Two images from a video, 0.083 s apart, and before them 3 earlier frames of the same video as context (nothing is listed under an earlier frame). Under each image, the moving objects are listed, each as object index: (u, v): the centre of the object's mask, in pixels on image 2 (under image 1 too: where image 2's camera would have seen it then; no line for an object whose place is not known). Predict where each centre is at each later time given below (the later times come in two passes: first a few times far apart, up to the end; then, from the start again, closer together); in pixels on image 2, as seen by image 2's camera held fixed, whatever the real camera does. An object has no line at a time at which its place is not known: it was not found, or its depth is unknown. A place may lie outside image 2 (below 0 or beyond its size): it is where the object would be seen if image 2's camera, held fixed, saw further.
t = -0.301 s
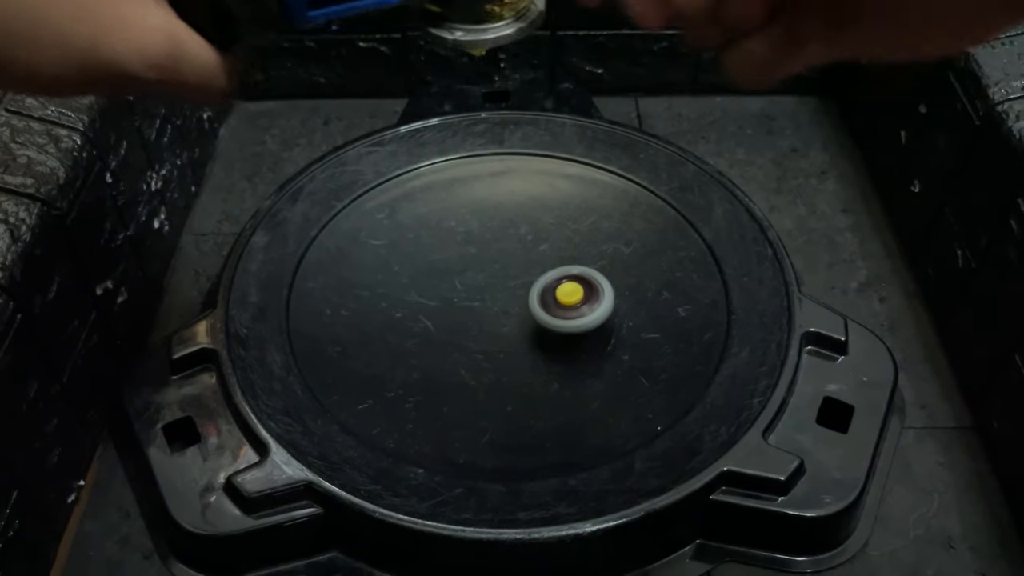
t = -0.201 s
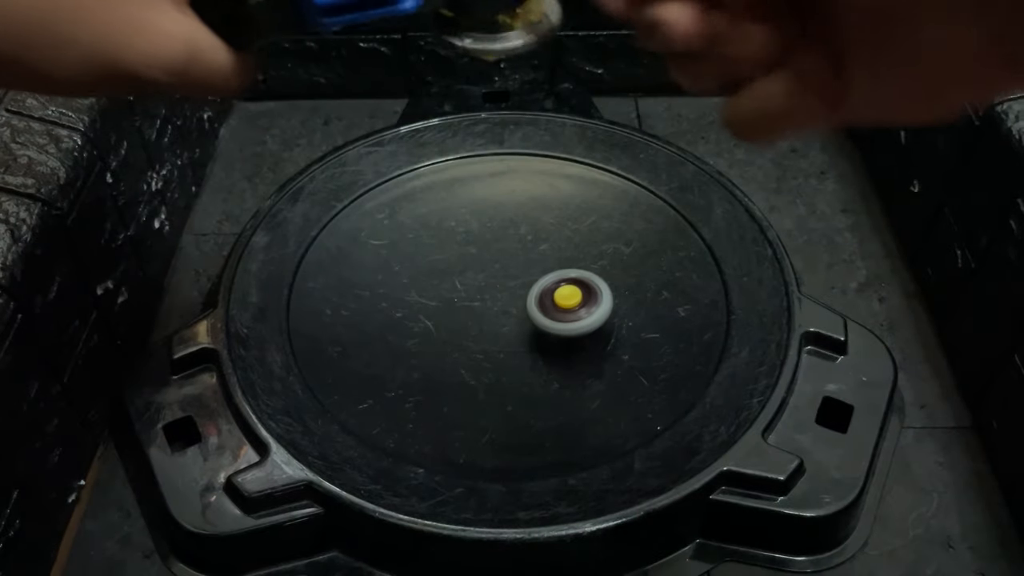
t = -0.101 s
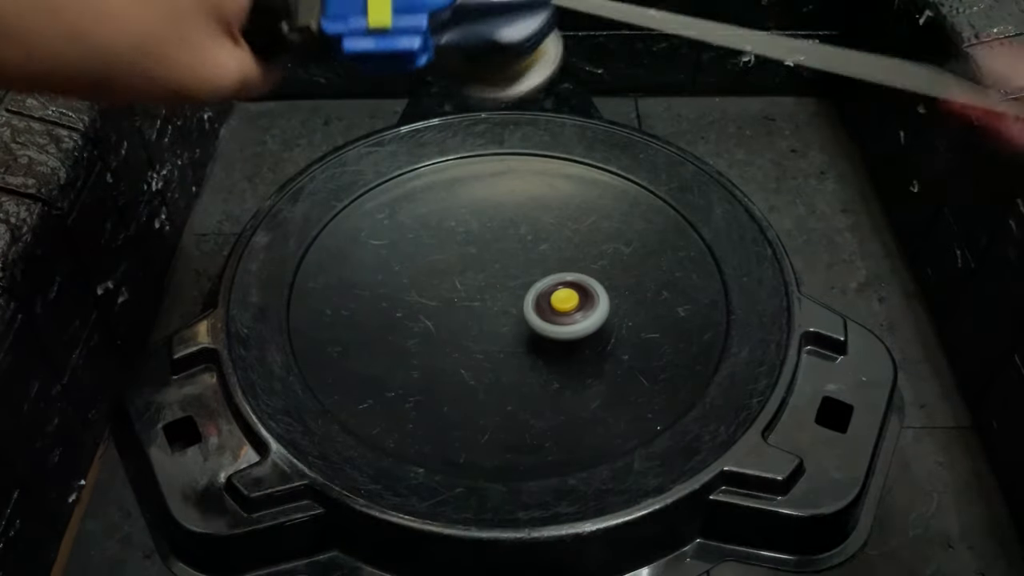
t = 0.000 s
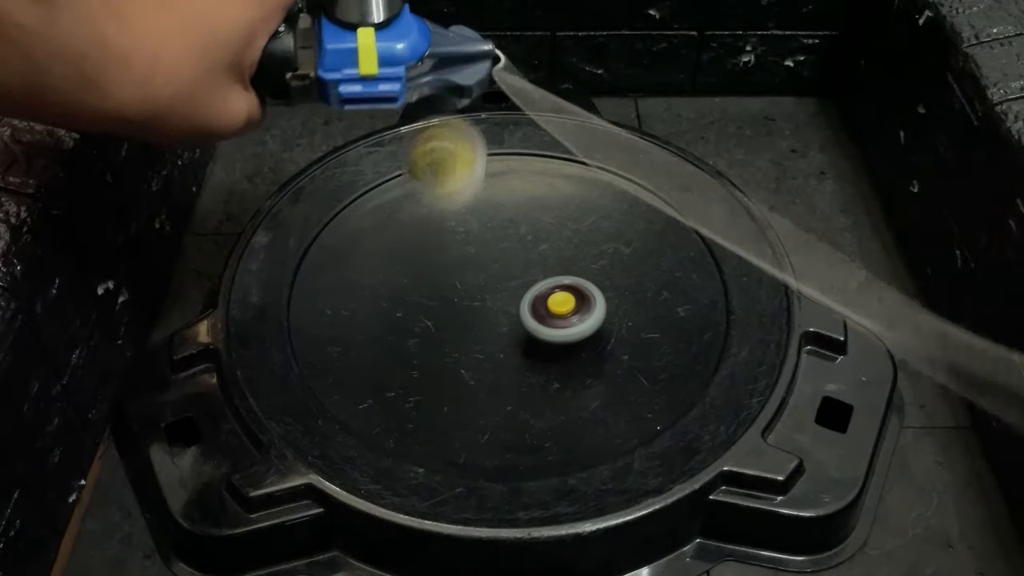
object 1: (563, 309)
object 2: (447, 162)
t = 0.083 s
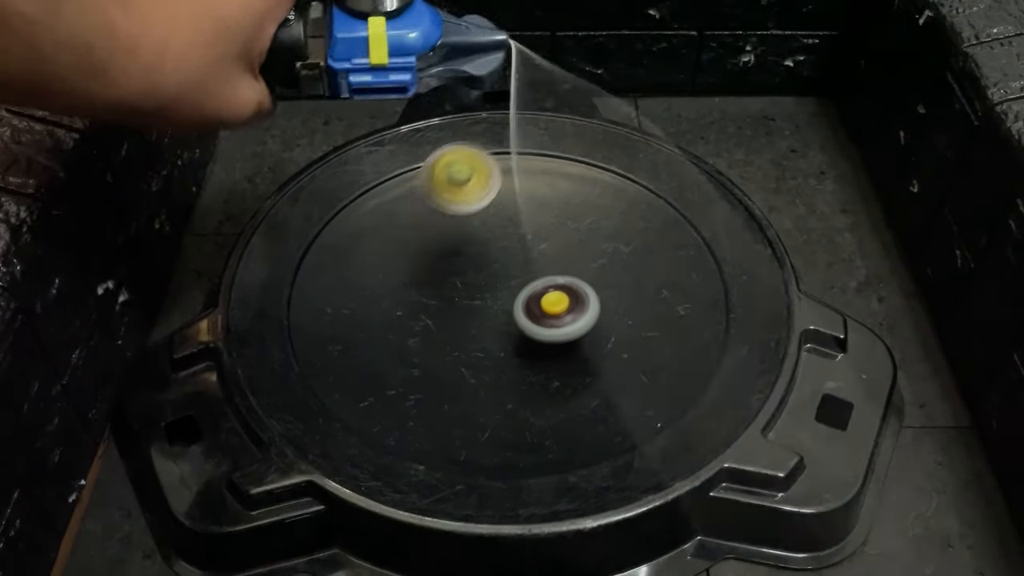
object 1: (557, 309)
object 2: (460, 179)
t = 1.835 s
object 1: (468, 262)
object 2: (535, 352)
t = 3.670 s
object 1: (518, 218)
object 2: (481, 332)
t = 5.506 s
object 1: (584, 281)
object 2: (480, 263)
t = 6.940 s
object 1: (499, 352)
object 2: (543, 291)
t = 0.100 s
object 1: (555, 310)
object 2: (467, 172)
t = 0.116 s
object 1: (552, 310)
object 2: (473, 170)
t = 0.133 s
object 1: (548, 309)
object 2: (480, 171)
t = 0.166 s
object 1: (542, 310)
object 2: (494, 184)
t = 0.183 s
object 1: (539, 311)
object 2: (500, 195)
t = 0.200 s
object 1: (536, 312)
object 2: (508, 211)
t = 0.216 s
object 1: (533, 313)
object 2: (514, 230)
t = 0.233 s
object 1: (531, 315)
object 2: (521, 238)
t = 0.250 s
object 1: (529, 316)
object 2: (529, 234)
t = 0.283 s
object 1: (524, 320)
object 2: (543, 235)
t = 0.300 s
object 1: (522, 321)
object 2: (551, 241)
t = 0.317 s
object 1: (520, 323)
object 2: (558, 250)
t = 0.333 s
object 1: (518, 325)
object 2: (565, 257)
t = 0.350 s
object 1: (516, 327)
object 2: (572, 256)
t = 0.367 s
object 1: (514, 329)
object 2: (578, 258)
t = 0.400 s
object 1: (512, 333)
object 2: (589, 268)
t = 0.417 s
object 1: (511, 334)
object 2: (594, 269)
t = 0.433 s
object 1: (510, 335)
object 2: (599, 273)
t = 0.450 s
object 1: (509, 337)
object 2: (604, 276)
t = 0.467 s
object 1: (508, 338)
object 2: (608, 278)
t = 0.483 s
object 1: (508, 339)
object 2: (611, 280)
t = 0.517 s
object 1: (507, 341)
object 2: (617, 283)
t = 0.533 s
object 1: (507, 342)
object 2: (620, 284)
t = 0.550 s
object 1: (507, 343)
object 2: (622, 285)
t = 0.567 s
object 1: (507, 344)
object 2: (623, 285)
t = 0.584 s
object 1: (506, 345)
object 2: (625, 285)
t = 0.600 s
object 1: (506, 347)
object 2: (625, 285)
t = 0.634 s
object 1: (507, 348)
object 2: (625, 284)
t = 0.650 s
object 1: (507, 349)
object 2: (625, 283)
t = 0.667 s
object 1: (507, 349)
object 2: (624, 283)
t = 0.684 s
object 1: (508, 350)
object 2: (622, 281)
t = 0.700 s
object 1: (508, 351)
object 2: (621, 280)
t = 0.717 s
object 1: (508, 351)
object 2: (619, 279)
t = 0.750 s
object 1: (509, 352)
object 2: (615, 275)
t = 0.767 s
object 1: (509, 352)
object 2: (612, 273)
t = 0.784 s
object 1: (509, 352)
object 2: (610, 271)
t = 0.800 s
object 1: (509, 352)
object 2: (607, 269)
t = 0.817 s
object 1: (509, 352)
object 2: (604, 267)
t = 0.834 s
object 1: (509, 352)
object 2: (601, 265)
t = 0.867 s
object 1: (510, 351)
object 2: (595, 261)
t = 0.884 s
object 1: (510, 351)
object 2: (591, 259)
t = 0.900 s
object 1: (511, 350)
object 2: (588, 257)
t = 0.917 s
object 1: (511, 350)
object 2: (586, 255)
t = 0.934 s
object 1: (511, 350)
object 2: (583, 253)
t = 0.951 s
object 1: (511, 349)
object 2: (581, 252)
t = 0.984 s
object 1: (510, 348)
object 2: (576, 249)
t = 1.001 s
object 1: (510, 347)
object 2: (574, 248)
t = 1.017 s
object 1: (510, 346)
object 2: (573, 247)
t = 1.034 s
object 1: (510, 345)
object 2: (571, 247)
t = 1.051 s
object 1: (509, 344)
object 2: (570, 246)
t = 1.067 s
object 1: (509, 343)
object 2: (570, 246)
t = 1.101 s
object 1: (507, 340)
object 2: (569, 246)
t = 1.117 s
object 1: (506, 339)
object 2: (569, 247)
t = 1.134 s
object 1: (505, 337)
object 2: (569, 247)
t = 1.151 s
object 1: (504, 336)
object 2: (570, 248)
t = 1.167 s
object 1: (502, 335)
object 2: (570, 249)
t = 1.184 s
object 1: (501, 333)
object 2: (571, 249)
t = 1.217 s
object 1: (498, 330)
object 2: (574, 251)
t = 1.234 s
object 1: (496, 329)
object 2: (575, 252)
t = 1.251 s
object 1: (494, 328)
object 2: (577, 253)
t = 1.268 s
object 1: (492, 326)
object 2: (578, 254)
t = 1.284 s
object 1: (490, 325)
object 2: (579, 256)
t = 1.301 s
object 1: (488, 324)
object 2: (580, 257)
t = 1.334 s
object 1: (484, 322)
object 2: (581, 259)
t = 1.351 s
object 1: (482, 321)
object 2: (582, 260)
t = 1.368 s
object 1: (480, 320)
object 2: (584, 261)
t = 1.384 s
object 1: (477, 320)
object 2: (585, 263)
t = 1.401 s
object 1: (475, 319)
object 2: (586, 264)
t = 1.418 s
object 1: (472, 318)
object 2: (587, 265)
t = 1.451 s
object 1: (467, 318)
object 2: (588, 268)
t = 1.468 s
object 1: (465, 317)
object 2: (588, 268)
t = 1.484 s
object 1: (463, 317)
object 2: (589, 269)
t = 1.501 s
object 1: (461, 317)
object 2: (590, 270)
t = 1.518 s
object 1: (459, 316)
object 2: (591, 271)
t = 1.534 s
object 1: (457, 316)
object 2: (591, 272)
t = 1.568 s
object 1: (454, 316)
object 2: (593, 275)
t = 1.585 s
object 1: (452, 316)
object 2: (593, 276)
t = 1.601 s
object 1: (447, 315)
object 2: (594, 281)
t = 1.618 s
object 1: (445, 315)
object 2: (595, 285)
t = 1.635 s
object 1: (445, 314)
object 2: (596, 291)
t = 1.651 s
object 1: (445, 312)
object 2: (593, 295)
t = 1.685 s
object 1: (449, 305)
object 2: (589, 308)
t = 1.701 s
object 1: (451, 302)
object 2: (586, 316)
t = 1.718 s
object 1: (453, 297)
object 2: (586, 324)
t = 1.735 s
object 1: (455, 291)
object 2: (584, 329)
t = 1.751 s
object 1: (458, 286)
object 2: (582, 335)
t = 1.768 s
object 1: (461, 280)
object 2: (578, 336)
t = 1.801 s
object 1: (465, 268)
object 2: (559, 341)
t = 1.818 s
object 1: (467, 264)
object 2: (545, 347)
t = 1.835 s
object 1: (468, 262)
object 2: (535, 352)
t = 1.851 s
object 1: (469, 260)
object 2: (523, 358)
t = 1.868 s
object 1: (472, 258)
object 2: (516, 362)
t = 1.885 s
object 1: (476, 257)
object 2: (512, 364)
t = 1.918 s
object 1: (487, 254)
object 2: (507, 363)
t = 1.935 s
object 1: (492, 253)
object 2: (503, 359)
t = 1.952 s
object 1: (498, 250)
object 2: (496, 350)
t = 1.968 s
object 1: (502, 248)
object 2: (487, 342)
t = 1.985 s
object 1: (507, 247)
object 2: (473, 335)
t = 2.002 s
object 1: (510, 246)
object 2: (456, 331)
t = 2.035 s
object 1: (516, 247)
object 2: (432, 332)
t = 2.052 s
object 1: (519, 250)
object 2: (430, 334)
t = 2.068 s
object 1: (523, 253)
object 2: (432, 334)
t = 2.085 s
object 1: (529, 256)
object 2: (440, 331)
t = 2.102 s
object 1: (534, 258)
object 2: (446, 323)
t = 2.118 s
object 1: (539, 261)
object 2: (449, 312)
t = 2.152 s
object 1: (547, 267)
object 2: (440, 288)
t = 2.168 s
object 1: (549, 270)
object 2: (433, 279)
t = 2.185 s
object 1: (552, 273)
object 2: (427, 276)
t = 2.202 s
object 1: (553, 275)
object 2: (424, 274)
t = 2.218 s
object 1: (554, 278)
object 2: (425, 275)
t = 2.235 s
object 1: (554, 281)
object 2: (430, 276)
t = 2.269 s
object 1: (552, 289)
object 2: (451, 272)
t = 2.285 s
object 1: (552, 293)
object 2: (460, 267)
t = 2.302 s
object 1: (551, 297)
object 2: (468, 258)
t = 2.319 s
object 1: (550, 302)
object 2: (470, 252)
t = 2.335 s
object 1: (547, 305)
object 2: (472, 245)
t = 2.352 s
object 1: (544, 309)
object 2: (473, 246)
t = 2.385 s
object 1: (536, 314)
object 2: (483, 249)
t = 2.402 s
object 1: (533, 316)
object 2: (488, 249)
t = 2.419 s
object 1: (528, 317)
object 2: (495, 247)
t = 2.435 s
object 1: (526, 319)
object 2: (498, 243)
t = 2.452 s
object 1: (520, 320)
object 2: (503, 240)
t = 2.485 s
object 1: (510, 322)
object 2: (511, 244)
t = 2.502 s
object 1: (505, 322)
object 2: (516, 248)
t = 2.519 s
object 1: (501, 322)
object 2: (526, 250)
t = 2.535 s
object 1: (494, 322)
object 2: (534, 253)
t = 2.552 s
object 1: (489, 323)
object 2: (541, 251)
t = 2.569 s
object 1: (484, 322)
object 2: (546, 251)
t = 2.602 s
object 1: (478, 320)
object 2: (548, 261)
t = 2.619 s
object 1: (475, 320)
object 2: (552, 265)
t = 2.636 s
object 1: (474, 318)
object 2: (557, 269)
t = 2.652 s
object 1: (473, 316)
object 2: (560, 273)
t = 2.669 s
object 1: (472, 311)
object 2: (565, 277)
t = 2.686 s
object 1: (471, 307)
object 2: (568, 284)
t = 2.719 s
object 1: (470, 301)
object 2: (569, 292)
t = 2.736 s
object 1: (471, 296)
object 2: (568, 295)
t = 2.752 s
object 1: (469, 291)
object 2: (568, 302)
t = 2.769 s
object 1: (468, 287)
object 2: (564, 308)
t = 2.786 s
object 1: (468, 283)
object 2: (563, 311)
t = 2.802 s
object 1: (469, 280)
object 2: (561, 316)
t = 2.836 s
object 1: (470, 275)
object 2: (555, 322)
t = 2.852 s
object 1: (471, 274)
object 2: (548, 327)
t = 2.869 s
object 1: (473, 272)
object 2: (543, 328)
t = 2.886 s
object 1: (476, 272)
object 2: (534, 333)
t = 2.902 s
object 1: (481, 270)
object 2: (526, 335)
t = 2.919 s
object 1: (486, 267)
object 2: (519, 339)
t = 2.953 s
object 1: (496, 262)
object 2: (510, 341)
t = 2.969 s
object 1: (499, 260)
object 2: (500, 339)
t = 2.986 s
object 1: (501, 256)
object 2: (495, 334)
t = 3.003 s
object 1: (502, 253)
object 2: (492, 335)
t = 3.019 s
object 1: (502, 253)
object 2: (479, 333)
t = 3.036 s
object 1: (503, 254)
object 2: (472, 335)
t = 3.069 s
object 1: (504, 255)
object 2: (470, 338)
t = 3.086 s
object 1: (504, 256)
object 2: (470, 339)
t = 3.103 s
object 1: (505, 256)
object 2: (471, 339)
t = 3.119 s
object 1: (505, 257)
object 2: (473, 340)
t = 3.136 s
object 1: (506, 257)
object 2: (474, 340)
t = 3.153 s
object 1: (506, 258)
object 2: (476, 339)
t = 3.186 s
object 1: (507, 259)
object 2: (481, 337)
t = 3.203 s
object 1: (508, 260)
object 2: (482, 336)
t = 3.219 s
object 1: (509, 261)
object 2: (483, 334)
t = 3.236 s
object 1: (509, 262)
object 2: (484, 332)
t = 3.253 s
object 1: (510, 262)
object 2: (484, 331)
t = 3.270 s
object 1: (511, 263)
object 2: (485, 329)
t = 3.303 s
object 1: (513, 263)
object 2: (484, 327)
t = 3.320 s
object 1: (519, 257)
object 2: (479, 331)
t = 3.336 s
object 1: (524, 249)
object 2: (474, 336)
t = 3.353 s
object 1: (530, 243)
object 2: (469, 340)
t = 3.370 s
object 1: (533, 237)
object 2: (465, 343)
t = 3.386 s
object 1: (536, 233)
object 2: (462, 346)
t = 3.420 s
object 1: (539, 226)
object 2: (460, 348)
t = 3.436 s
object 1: (538, 224)
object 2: (460, 348)
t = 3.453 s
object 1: (537, 222)
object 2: (461, 348)
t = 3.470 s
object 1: (536, 221)
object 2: (462, 347)
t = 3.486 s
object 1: (535, 219)
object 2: (464, 346)
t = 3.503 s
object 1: (533, 218)
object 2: (465, 345)
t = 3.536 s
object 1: (530, 217)
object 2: (469, 343)
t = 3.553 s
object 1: (528, 216)
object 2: (471, 341)
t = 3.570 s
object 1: (527, 216)
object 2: (473, 340)
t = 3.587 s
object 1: (525, 216)
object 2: (475, 339)
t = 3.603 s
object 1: (524, 216)
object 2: (476, 338)
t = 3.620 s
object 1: (522, 217)
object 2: (478, 336)
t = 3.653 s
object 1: (519, 217)
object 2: (480, 334)
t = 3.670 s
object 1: (518, 218)
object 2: (481, 332)
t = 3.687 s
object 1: (516, 219)
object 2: (481, 331)
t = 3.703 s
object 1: (515, 220)
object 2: (482, 329)
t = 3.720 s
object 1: (513, 221)
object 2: (483, 327)
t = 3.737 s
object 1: (512, 222)
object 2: (483, 325)
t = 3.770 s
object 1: (510, 224)
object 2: (484, 322)
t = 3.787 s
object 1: (508, 226)
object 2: (485, 320)
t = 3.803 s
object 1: (507, 227)
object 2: (485, 318)
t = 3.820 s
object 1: (506, 228)
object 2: (485, 316)
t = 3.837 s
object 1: (505, 230)
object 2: (485, 315)
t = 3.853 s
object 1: (504, 232)
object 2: (485, 313)
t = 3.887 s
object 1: (502, 235)
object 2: (485, 309)
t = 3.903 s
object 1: (502, 237)
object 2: (485, 307)
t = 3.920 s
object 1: (502, 239)
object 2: (484, 305)
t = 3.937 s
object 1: (503, 239)
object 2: (483, 305)
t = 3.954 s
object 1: (505, 238)
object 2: (482, 305)
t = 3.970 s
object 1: (507, 237)
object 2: (480, 306)
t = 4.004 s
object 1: (509, 237)
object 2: (478, 305)
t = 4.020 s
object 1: (510, 237)
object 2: (477, 304)
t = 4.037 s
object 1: (510, 238)
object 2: (477, 302)
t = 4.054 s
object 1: (510, 239)
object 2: (476, 301)
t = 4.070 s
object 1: (513, 237)
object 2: (473, 301)
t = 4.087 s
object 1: (519, 230)
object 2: (466, 305)
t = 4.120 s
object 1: (528, 221)
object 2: (456, 312)
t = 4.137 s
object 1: (531, 217)
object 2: (453, 314)
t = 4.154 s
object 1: (533, 215)
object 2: (451, 316)
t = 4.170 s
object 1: (533, 214)
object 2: (449, 317)
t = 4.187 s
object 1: (534, 213)
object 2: (449, 317)
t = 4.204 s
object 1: (533, 213)
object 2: (449, 317)
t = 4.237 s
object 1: (532, 213)
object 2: (450, 316)
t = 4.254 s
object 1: (531, 213)
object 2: (452, 315)
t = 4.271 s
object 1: (530, 213)
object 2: (454, 315)
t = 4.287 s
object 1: (529, 213)
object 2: (457, 314)
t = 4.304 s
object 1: (528, 214)
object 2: (459, 313)
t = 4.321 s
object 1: (527, 214)
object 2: (461, 312)
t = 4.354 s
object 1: (524, 215)
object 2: (465, 309)
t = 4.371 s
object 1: (523, 216)
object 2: (467, 308)
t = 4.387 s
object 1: (522, 218)
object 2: (469, 306)
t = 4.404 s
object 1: (521, 219)
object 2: (471, 304)
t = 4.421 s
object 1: (521, 220)
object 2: (472, 303)
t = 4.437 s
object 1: (520, 222)
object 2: (473, 301)
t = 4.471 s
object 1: (519, 225)
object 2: (475, 298)
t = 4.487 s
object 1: (518, 227)
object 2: (475, 297)
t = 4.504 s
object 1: (518, 229)
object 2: (475, 296)
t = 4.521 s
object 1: (517, 232)
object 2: (474, 295)
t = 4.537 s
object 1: (517, 233)
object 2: (474, 293)
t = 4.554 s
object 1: (517, 234)
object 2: (474, 292)
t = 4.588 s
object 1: (525, 231)
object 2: (467, 294)
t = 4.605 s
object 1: (529, 231)
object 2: (465, 296)
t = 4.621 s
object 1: (532, 231)
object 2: (463, 296)
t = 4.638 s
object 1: (534, 232)
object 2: (462, 296)
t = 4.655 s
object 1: (535, 233)
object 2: (462, 296)
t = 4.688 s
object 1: (536, 235)
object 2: (462, 294)
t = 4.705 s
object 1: (536, 236)
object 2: (462, 294)
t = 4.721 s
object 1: (536, 238)
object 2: (463, 293)
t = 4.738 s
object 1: (536, 239)
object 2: (464, 293)
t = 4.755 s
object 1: (535, 240)
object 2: (464, 292)
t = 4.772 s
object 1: (536, 242)
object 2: (465, 292)
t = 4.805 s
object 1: (537, 244)
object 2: (467, 290)
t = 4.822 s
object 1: (538, 246)
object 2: (468, 289)
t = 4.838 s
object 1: (540, 248)
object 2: (470, 288)
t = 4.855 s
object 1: (543, 248)
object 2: (469, 288)
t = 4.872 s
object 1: (547, 249)
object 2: (468, 287)
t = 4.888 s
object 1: (550, 250)
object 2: (467, 287)
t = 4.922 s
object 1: (555, 252)
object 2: (469, 286)
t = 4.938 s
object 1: (557, 253)
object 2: (470, 285)
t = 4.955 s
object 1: (558, 253)
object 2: (471, 285)
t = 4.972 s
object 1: (560, 254)
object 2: (473, 285)
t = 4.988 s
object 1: (562, 255)
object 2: (474, 285)
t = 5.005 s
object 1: (564, 256)
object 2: (474, 284)
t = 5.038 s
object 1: (567, 257)
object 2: (476, 283)
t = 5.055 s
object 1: (568, 257)
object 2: (476, 282)
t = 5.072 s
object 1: (569, 258)
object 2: (477, 281)
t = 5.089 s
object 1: (570, 259)
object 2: (479, 280)
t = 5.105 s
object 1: (571, 259)
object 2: (480, 279)
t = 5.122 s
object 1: (572, 260)
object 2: (481, 279)
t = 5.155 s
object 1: (575, 261)
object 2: (484, 278)
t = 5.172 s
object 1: (576, 261)
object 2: (484, 277)
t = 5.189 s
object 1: (576, 261)
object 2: (485, 277)
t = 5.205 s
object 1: (577, 261)
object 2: (486, 276)
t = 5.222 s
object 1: (578, 262)
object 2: (486, 276)
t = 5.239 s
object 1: (578, 262)
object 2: (486, 275)
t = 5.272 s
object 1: (579, 263)
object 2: (487, 273)
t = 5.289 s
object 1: (579, 263)
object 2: (487, 272)
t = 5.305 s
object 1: (579, 264)
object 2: (488, 271)
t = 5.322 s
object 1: (579, 264)
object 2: (488, 270)
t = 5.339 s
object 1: (579, 265)
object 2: (489, 270)
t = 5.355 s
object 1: (579, 265)
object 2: (489, 269)
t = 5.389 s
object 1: (577, 267)
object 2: (490, 269)
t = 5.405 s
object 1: (576, 269)
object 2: (490, 268)
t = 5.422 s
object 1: (575, 270)
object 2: (490, 268)
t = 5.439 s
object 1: (574, 271)
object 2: (490, 267)
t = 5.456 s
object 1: (576, 272)
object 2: (488, 266)
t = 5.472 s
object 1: (579, 276)
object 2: (485, 265)
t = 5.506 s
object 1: (584, 281)
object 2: (480, 263)
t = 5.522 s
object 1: (586, 283)
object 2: (479, 263)
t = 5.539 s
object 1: (588, 285)
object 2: (479, 263)
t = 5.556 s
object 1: (589, 286)
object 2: (480, 263)
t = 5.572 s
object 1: (590, 288)
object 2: (481, 264)
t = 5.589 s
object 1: (591, 288)
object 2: (482, 265)
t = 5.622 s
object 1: (592, 290)
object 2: (485, 267)
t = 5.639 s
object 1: (592, 290)
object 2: (486, 267)
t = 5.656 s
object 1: (592, 290)
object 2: (488, 268)
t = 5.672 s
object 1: (591, 290)
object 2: (489, 269)
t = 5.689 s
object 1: (591, 291)
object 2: (491, 269)
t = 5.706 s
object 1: (591, 291)
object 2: (493, 269)
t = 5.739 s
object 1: (590, 293)
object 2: (496, 270)
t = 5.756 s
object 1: (589, 294)
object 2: (498, 270)
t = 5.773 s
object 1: (588, 294)
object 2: (500, 270)
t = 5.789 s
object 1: (588, 295)
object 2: (502, 270)
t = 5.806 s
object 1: (587, 295)
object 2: (503, 271)
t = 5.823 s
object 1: (586, 296)
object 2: (505, 271)
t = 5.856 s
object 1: (585, 298)
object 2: (508, 271)
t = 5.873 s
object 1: (584, 299)
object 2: (510, 270)
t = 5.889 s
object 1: (584, 300)
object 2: (512, 270)
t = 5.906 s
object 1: (585, 302)
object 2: (511, 268)
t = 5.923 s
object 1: (587, 306)
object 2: (511, 267)
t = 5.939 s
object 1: (588, 308)
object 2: (510, 266)
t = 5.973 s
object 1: (590, 313)
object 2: (511, 264)
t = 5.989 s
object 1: (591, 315)
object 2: (512, 264)
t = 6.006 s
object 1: (591, 316)
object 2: (512, 264)
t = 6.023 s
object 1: (592, 318)
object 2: (513, 265)
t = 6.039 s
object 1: (592, 319)
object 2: (514, 265)
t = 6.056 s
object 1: (592, 320)
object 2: (515, 265)
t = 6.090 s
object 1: (592, 323)
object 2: (517, 266)
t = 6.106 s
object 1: (592, 324)
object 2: (518, 267)
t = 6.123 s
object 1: (591, 325)
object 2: (518, 267)
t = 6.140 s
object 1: (590, 326)
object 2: (519, 267)
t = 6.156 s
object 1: (589, 327)
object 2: (519, 268)
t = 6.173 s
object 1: (588, 328)
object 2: (520, 268)
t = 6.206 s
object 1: (585, 330)
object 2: (521, 269)
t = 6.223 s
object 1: (583, 331)
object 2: (522, 269)
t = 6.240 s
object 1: (582, 332)
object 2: (523, 270)
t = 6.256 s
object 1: (580, 333)
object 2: (524, 270)
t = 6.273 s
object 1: (578, 334)
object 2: (525, 270)
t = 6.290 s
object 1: (576, 335)
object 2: (526, 271)
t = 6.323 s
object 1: (572, 336)
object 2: (527, 272)
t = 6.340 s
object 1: (570, 336)
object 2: (528, 273)
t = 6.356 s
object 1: (568, 337)
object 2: (529, 273)
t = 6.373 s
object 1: (566, 337)
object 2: (530, 274)
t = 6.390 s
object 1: (564, 337)
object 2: (531, 274)
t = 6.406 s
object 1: (561, 337)
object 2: (531, 274)
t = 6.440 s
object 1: (557, 337)
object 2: (533, 275)
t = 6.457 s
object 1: (555, 336)
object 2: (533, 275)
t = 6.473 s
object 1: (553, 336)
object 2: (534, 276)
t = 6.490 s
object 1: (551, 337)
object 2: (535, 276)
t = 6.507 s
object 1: (548, 337)
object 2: (536, 277)
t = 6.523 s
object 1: (545, 337)
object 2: (537, 277)
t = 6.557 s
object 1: (537, 341)
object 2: (539, 277)
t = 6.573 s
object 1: (533, 342)
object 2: (539, 277)
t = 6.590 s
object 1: (529, 343)
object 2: (540, 278)
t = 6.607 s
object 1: (526, 345)
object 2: (540, 278)
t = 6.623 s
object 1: (523, 346)
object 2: (541, 279)
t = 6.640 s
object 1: (521, 347)
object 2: (541, 279)
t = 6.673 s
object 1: (517, 349)
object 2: (542, 281)
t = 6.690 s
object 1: (515, 350)
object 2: (542, 281)
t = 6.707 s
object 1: (514, 351)
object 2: (542, 282)
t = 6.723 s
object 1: (512, 352)
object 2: (542, 283)
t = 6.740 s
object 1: (511, 352)
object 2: (543, 283)
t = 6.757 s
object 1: (510, 352)
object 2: (543, 284)
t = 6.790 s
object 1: (508, 353)
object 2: (543, 285)
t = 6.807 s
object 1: (508, 352)
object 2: (543, 285)
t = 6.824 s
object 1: (508, 352)
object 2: (544, 286)
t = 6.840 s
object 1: (507, 352)
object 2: (544, 287)
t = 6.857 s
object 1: (506, 352)
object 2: (544, 288)
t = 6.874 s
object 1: (505, 352)
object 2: (544, 288)
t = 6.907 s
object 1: (502, 352)
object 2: (544, 290)
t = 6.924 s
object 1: (500, 352)
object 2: (544, 291)
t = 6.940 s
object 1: (499, 352)
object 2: (543, 291)
